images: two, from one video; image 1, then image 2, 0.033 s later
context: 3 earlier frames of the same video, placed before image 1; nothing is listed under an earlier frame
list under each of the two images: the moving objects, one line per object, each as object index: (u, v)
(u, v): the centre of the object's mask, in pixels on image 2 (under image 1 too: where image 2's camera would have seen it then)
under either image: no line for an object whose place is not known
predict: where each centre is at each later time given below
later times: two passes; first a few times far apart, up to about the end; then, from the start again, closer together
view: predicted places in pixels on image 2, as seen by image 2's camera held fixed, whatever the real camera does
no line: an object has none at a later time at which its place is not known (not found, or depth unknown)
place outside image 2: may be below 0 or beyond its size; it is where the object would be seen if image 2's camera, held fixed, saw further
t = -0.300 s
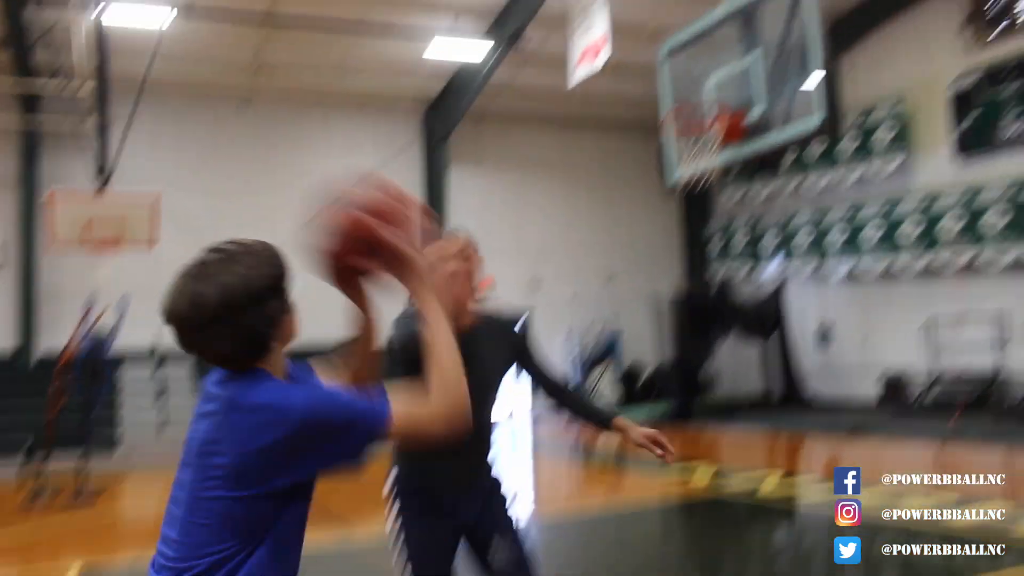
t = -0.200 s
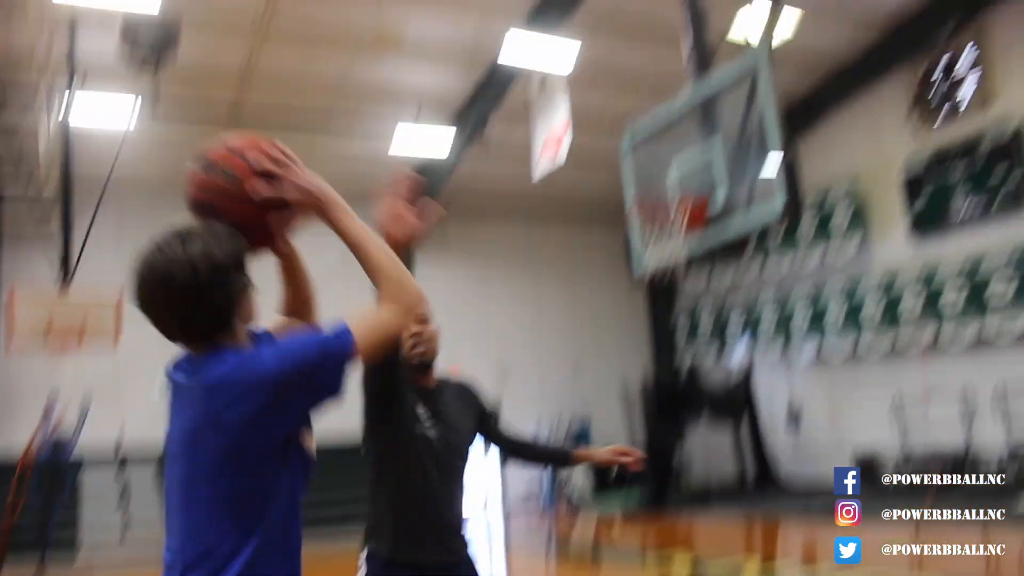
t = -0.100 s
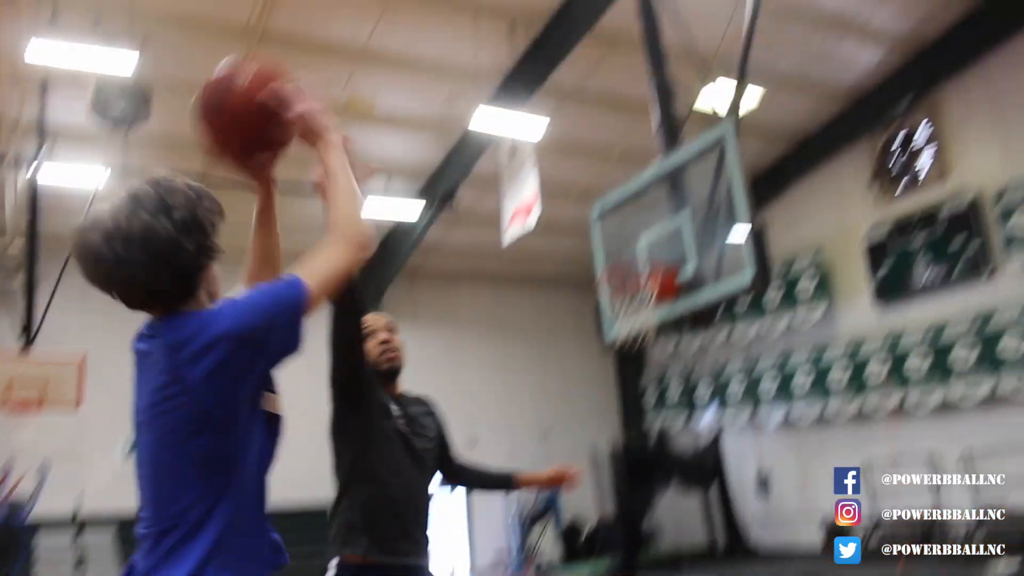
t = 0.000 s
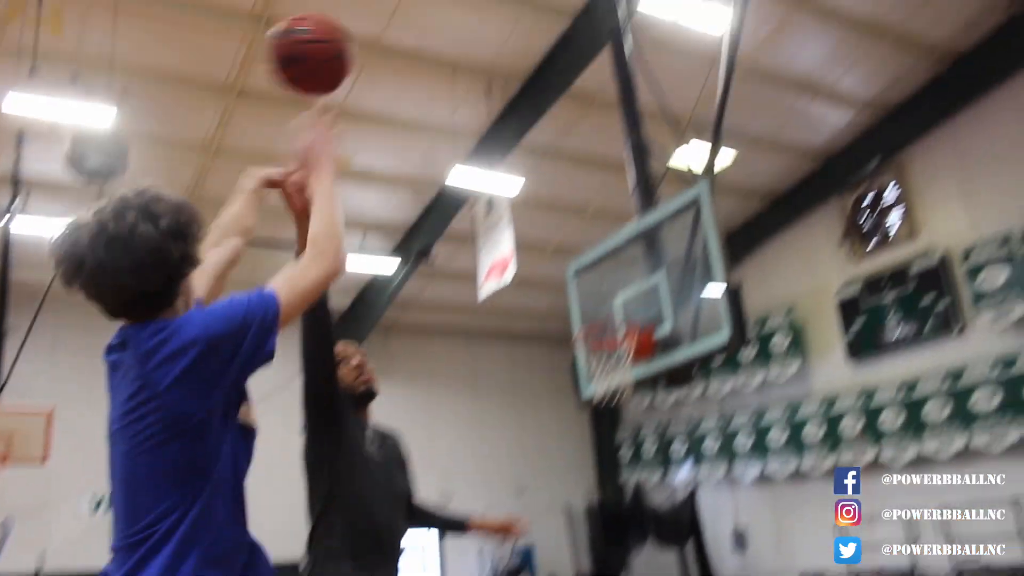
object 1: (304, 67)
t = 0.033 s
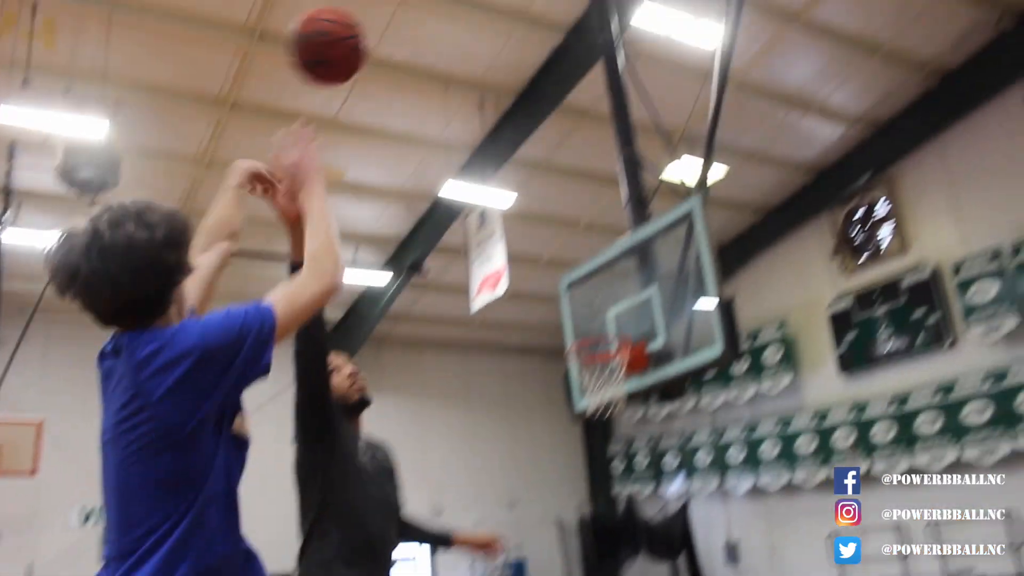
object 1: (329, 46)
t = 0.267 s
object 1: (435, 3)
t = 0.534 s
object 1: (506, 66)
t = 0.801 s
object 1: (558, 194)
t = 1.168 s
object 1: (627, 421)
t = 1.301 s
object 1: (655, 509)
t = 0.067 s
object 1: (350, 30)
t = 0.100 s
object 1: (368, 18)
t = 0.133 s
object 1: (383, 10)
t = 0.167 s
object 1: (398, 5)
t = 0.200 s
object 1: (412, 3)
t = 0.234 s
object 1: (423, 1)
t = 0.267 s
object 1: (435, 3)
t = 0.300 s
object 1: (445, 6)
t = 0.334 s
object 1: (455, 11)
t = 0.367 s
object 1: (464, 17)
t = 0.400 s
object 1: (473, 24)
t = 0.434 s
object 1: (482, 33)
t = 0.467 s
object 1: (490, 43)
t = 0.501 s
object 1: (498, 54)
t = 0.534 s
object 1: (506, 66)
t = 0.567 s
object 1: (514, 80)
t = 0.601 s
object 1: (521, 95)
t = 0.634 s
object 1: (526, 107)
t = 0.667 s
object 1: (531, 120)
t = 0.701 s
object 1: (537, 137)
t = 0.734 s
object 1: (545, 158)
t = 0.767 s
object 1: (552, 176)
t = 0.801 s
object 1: (558, 194)
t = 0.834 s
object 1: (566, 214)
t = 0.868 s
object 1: (572, 235)
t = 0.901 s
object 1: (578, 255)
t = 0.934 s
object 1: (579, 274)
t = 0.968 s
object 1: (585, 299)
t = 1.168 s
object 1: (627, 421)
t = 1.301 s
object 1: (655, 509)
